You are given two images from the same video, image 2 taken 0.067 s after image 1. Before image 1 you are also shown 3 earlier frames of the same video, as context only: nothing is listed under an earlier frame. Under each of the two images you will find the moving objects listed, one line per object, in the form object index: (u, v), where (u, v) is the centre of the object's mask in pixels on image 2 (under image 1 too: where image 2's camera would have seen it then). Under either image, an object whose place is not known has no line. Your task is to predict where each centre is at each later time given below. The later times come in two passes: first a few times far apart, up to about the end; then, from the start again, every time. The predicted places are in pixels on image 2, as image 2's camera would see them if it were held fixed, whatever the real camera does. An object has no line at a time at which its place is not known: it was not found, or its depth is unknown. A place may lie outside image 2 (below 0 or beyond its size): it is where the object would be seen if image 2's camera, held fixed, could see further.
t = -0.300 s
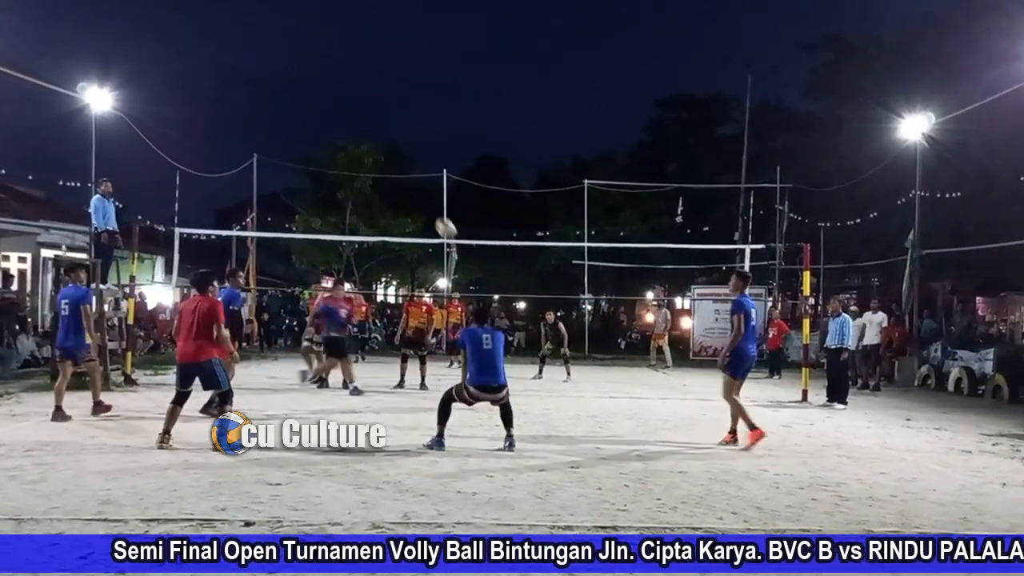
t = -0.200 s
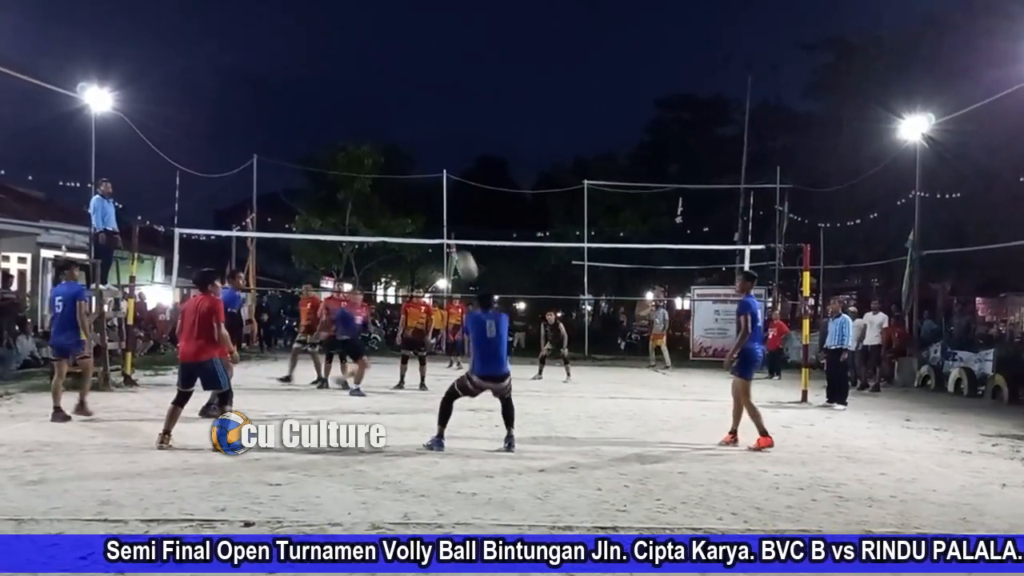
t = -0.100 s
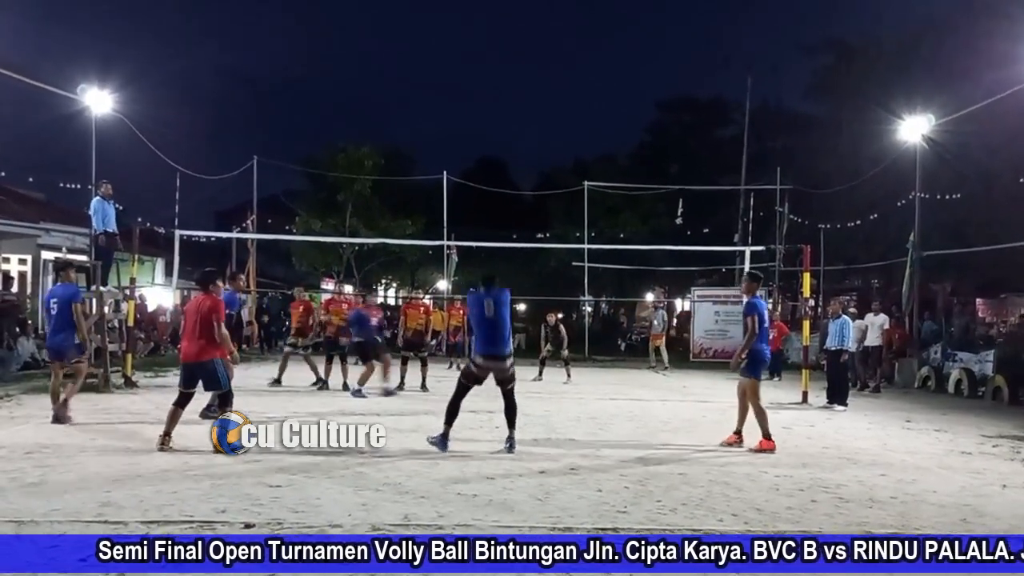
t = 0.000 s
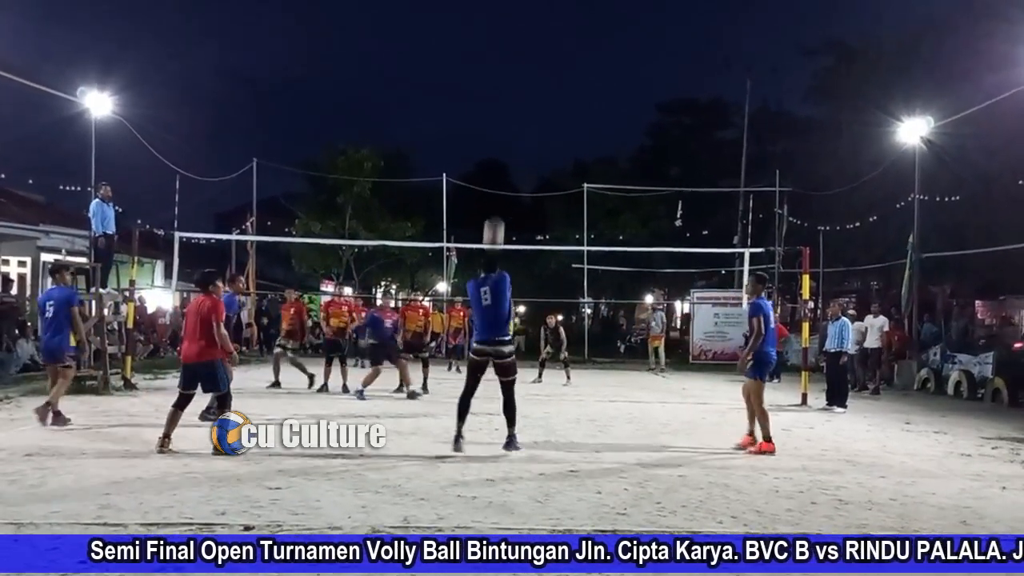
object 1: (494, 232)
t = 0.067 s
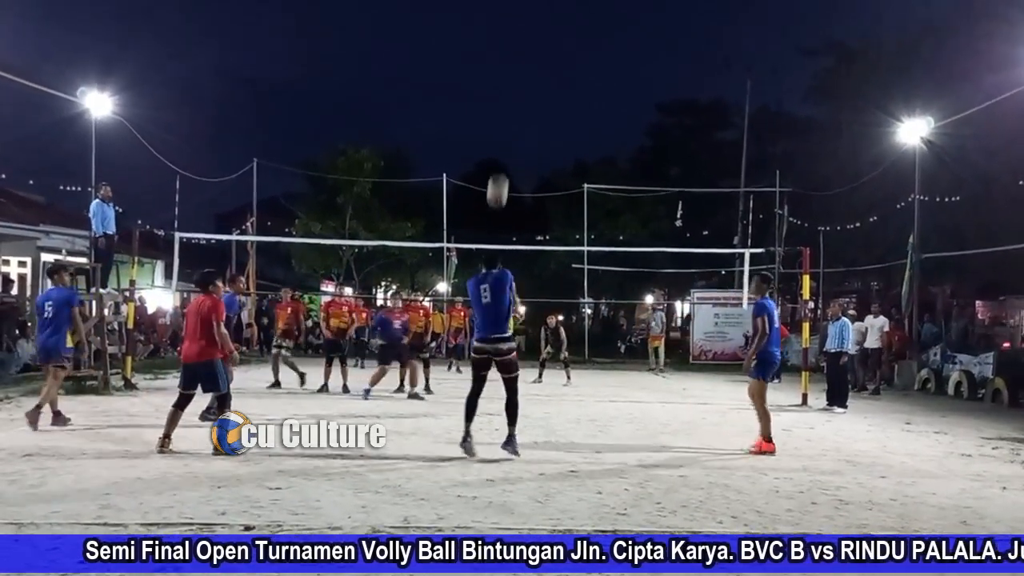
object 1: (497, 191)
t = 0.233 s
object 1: (507, 104)
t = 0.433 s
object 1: (517, 41)
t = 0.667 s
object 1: (526, 17)
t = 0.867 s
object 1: (531, 35)
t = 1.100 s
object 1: (536, 91)
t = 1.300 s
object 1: (538, 165)
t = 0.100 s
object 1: (500, 170)
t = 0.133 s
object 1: (501, 151)
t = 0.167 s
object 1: (503, 134)
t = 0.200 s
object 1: (505, 119)
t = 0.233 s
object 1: (507, 104)
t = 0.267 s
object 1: (509, 90)
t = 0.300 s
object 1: (511, 78)
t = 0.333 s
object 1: (512, 67)
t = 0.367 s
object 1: (514, 57)
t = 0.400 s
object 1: (516, 48)
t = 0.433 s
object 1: (517, 41)
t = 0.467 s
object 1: (518, 34)
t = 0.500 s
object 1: (520, 29)
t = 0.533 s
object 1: (521, 25)
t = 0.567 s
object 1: (523, 21)
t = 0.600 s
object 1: (524, 18)
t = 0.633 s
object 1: (525, 17)
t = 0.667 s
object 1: (526, 17)
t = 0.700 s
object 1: (527, 17)
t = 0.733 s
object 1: (528, 19)
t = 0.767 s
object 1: (529, 21)
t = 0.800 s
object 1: (529, 25)
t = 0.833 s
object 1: (531, 29)
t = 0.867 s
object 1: (531, 35)
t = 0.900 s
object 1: (532, 41)
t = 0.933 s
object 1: (533, 47)
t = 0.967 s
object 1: (533, 55)
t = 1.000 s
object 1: (534, 63)
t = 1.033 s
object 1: (535, 71)
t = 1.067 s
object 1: (535, 81)
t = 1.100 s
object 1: (536, 91)
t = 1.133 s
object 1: (536, 102)
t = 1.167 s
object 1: (537, 113)
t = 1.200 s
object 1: (537, 125)
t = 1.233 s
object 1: (538, 138)
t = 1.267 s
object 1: (538, 151)
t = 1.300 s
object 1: (538, 165)
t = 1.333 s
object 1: (539, 179)
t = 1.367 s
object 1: (539, 194)
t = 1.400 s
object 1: (539, 209)
